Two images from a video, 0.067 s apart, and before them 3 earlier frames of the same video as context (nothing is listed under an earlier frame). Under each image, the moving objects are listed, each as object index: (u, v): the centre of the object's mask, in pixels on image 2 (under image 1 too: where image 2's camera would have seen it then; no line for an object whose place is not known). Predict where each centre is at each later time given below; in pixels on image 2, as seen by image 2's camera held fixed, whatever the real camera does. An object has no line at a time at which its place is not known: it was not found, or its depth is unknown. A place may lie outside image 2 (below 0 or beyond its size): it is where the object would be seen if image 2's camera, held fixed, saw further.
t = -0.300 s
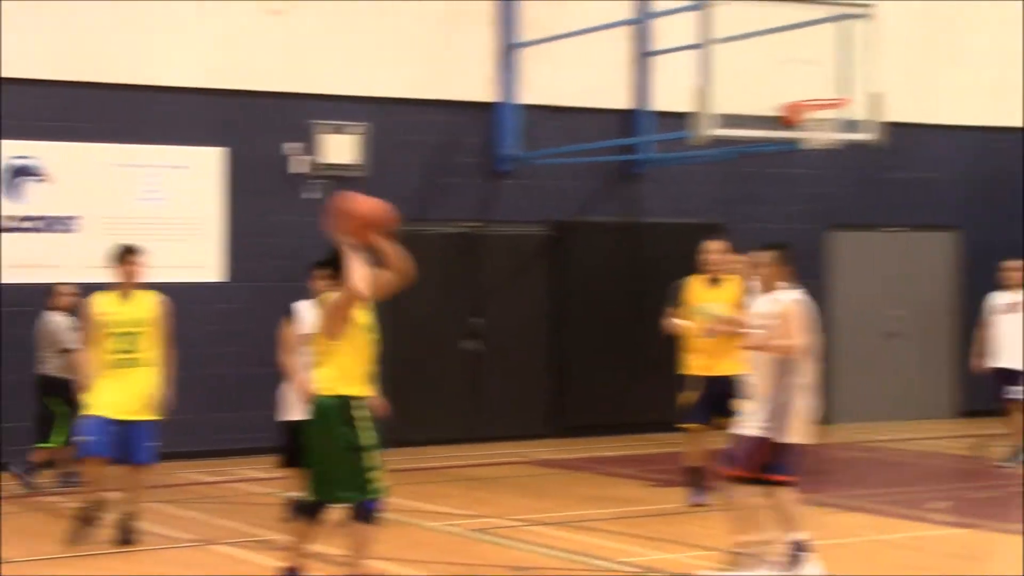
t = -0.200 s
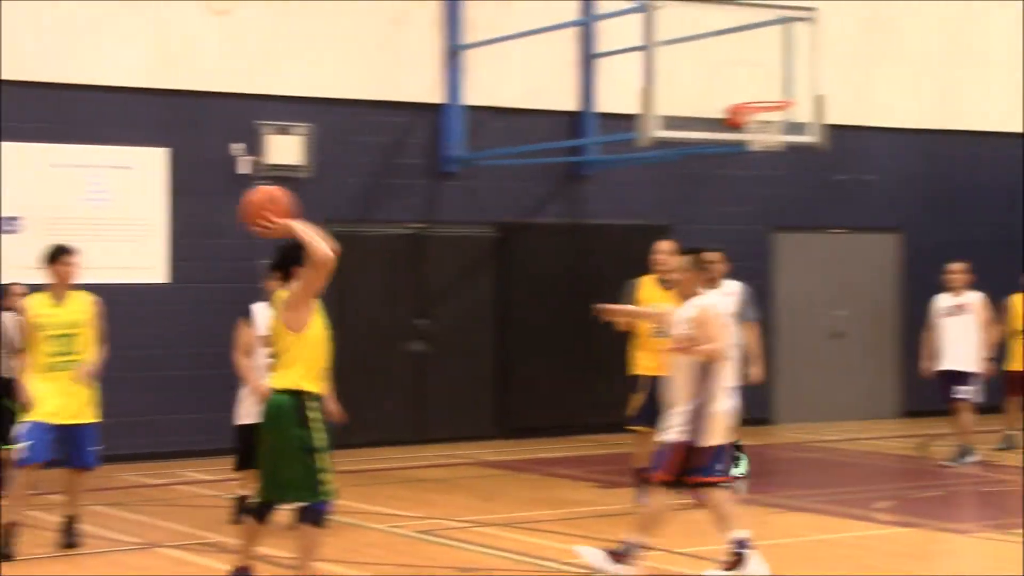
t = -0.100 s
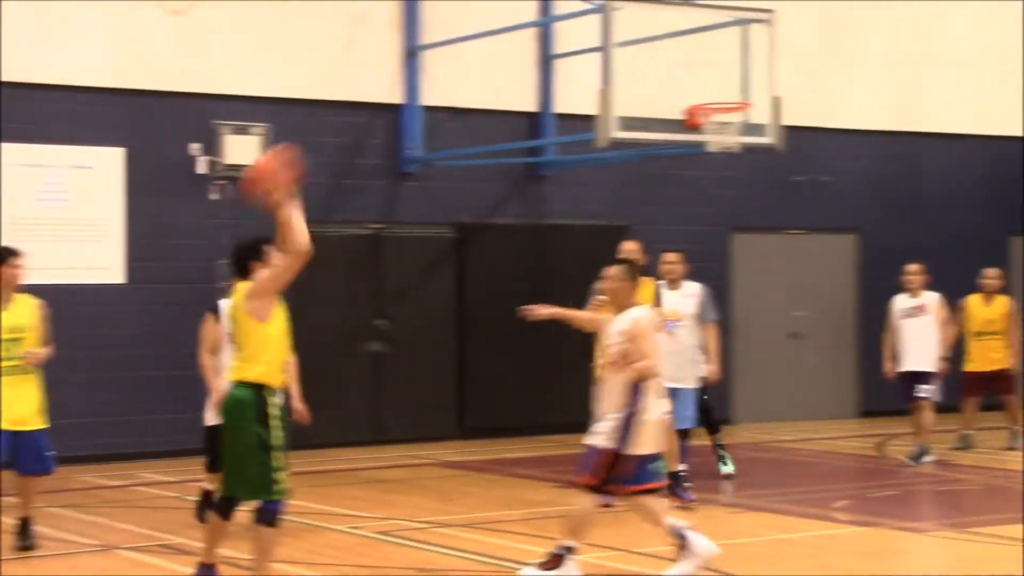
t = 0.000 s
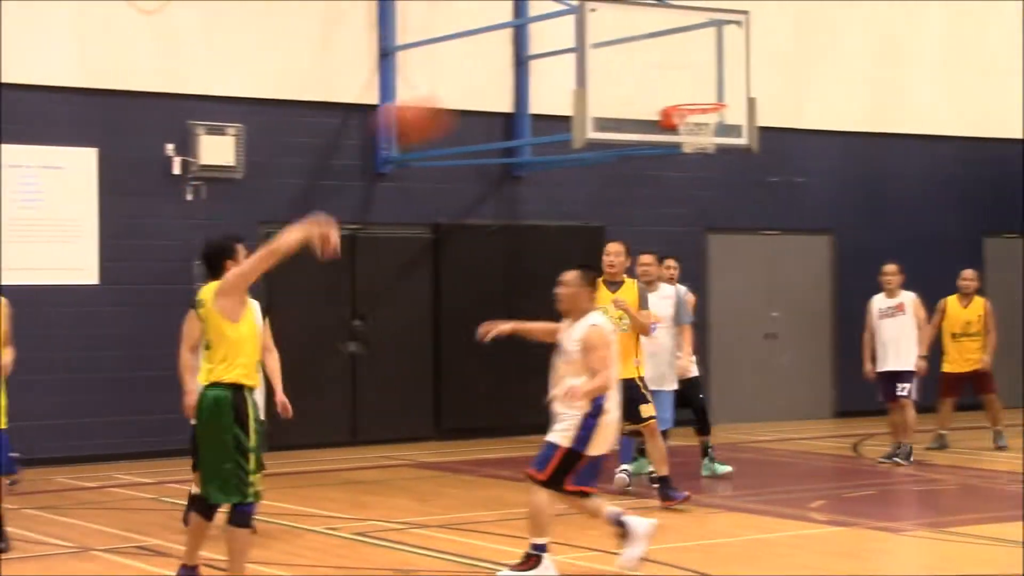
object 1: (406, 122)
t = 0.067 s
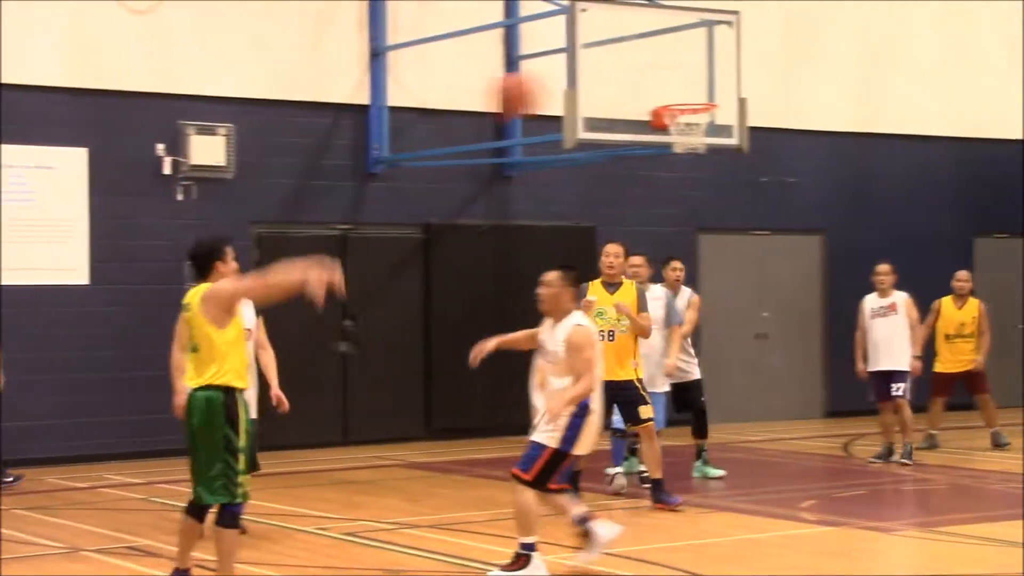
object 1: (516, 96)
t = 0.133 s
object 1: (630, 81)
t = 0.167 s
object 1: (686, 75)
